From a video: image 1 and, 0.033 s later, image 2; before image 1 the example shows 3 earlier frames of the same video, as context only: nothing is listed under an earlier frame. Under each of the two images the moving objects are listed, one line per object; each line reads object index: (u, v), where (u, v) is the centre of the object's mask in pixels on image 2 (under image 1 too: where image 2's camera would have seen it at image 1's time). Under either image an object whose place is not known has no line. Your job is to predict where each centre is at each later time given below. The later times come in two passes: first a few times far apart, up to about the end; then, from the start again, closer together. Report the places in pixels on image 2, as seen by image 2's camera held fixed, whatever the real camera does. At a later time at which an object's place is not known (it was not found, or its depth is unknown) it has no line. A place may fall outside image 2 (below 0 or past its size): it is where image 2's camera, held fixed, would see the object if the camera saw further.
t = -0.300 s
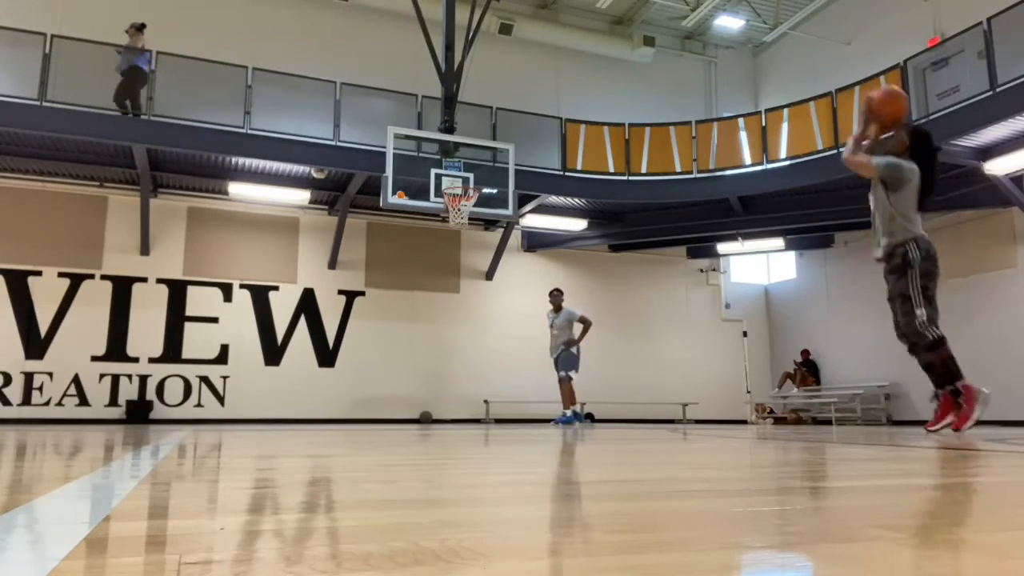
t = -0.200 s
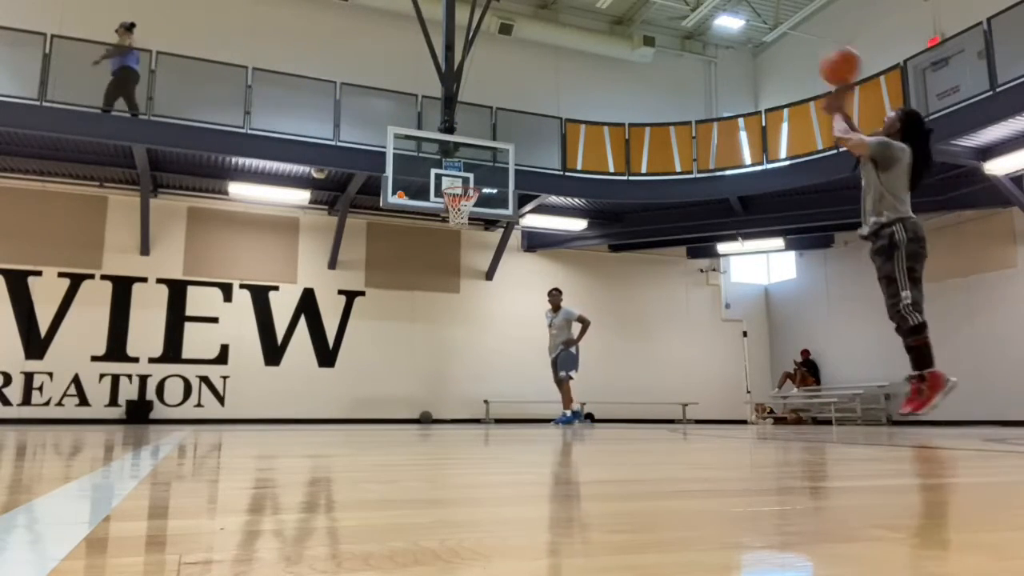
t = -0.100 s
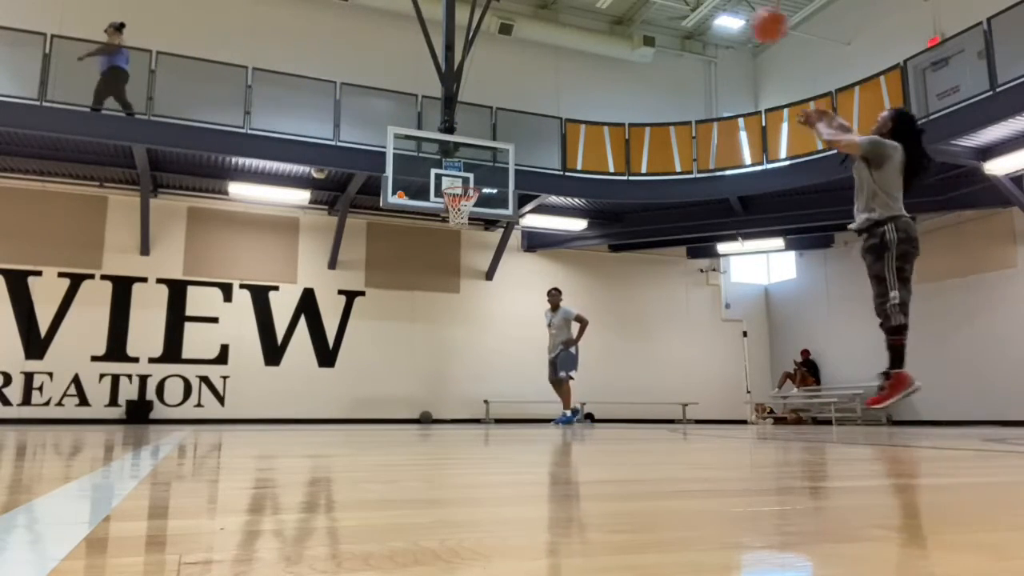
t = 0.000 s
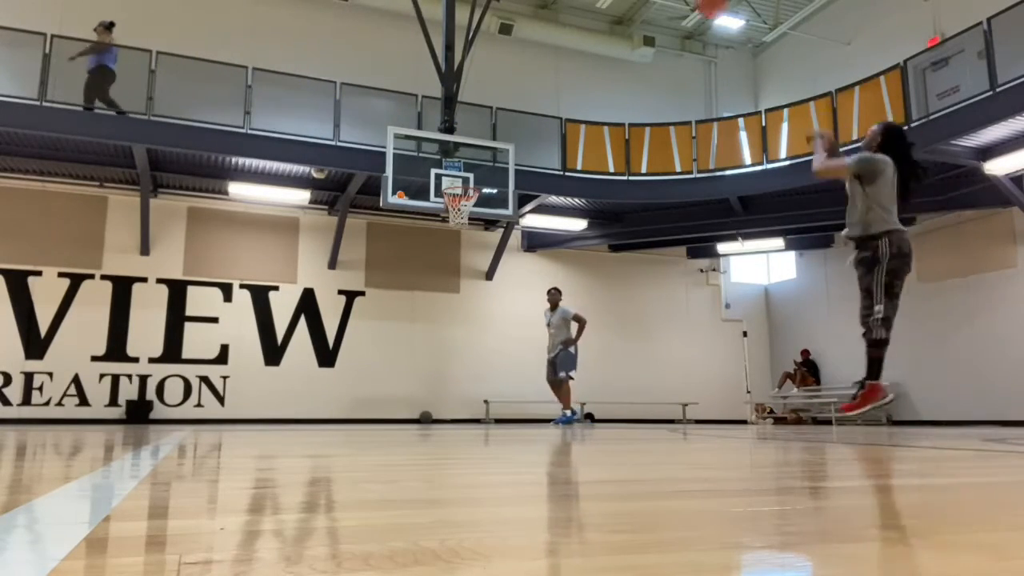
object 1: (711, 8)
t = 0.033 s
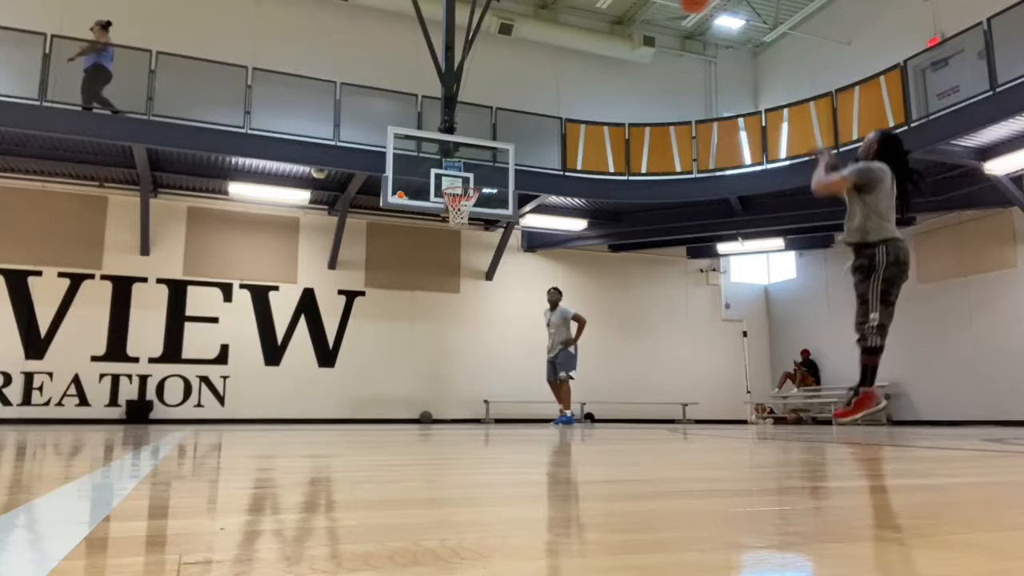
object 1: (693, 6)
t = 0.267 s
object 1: (602, 7)
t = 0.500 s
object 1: (535, 49)
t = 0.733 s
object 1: (484, 124)
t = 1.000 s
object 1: (460, 222)
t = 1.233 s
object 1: (480, 243)
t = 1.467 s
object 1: (497, 304)
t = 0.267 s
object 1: (602, 7)
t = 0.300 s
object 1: (591, 9)
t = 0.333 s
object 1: (581, 12)
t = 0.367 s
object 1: (570, 18)
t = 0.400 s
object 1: (562, 25)
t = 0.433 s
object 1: (553, 32)
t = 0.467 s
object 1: (544, 40)
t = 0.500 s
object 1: (535, 49)
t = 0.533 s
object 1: (527, 59)
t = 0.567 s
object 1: (520, 68)
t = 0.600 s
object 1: (512, 77)
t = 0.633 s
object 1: (505, 89)
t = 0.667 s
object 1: (497, 99)
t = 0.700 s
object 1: (490, 111)
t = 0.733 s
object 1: (484, 124)
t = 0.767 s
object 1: (477, 135)
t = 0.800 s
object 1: (472, 148)
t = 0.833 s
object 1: (466, 161)
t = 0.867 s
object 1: (460, 176)
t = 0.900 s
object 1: (454, 187)
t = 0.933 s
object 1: (453, 197)
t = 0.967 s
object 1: (453, 197)
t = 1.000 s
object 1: (460, 222)
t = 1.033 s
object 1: (464, 224)
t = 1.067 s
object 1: (467, 226)
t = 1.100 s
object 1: (470, 226)
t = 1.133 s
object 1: (472, 229)
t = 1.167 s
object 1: (475, 233)
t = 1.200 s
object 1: (477, 236)
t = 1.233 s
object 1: (480, 243)
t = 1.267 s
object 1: (482, 249)
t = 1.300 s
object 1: (484, 256)
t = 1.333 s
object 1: (486, 264)
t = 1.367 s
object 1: (489, 273)
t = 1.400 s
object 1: (492, 283)
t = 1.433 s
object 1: (495, 293)
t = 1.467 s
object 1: (497, 304)
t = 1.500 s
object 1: (500, 317)
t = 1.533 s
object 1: (502, 330)
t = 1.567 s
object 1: (505, 343)
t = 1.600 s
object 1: (507, 359)
